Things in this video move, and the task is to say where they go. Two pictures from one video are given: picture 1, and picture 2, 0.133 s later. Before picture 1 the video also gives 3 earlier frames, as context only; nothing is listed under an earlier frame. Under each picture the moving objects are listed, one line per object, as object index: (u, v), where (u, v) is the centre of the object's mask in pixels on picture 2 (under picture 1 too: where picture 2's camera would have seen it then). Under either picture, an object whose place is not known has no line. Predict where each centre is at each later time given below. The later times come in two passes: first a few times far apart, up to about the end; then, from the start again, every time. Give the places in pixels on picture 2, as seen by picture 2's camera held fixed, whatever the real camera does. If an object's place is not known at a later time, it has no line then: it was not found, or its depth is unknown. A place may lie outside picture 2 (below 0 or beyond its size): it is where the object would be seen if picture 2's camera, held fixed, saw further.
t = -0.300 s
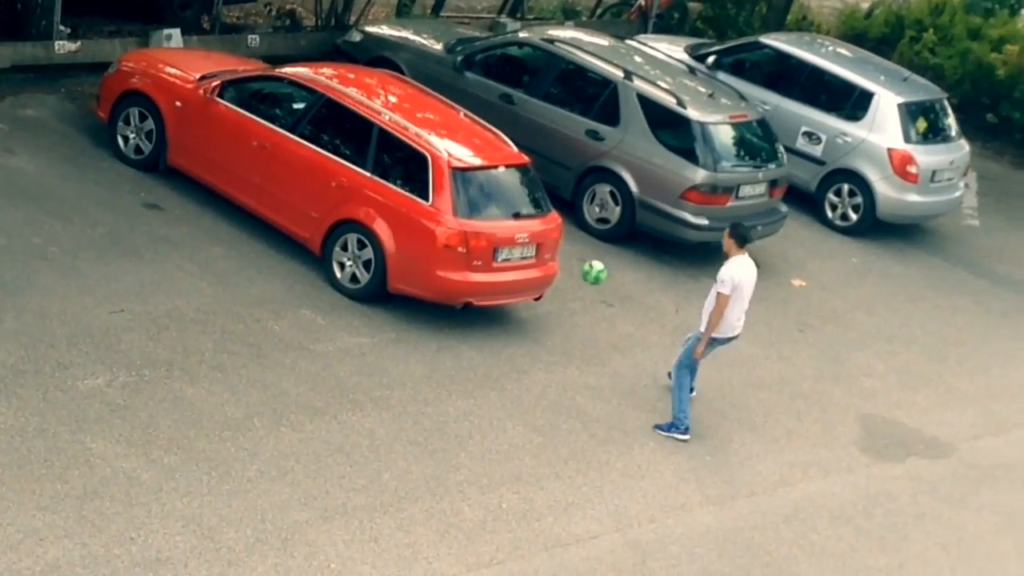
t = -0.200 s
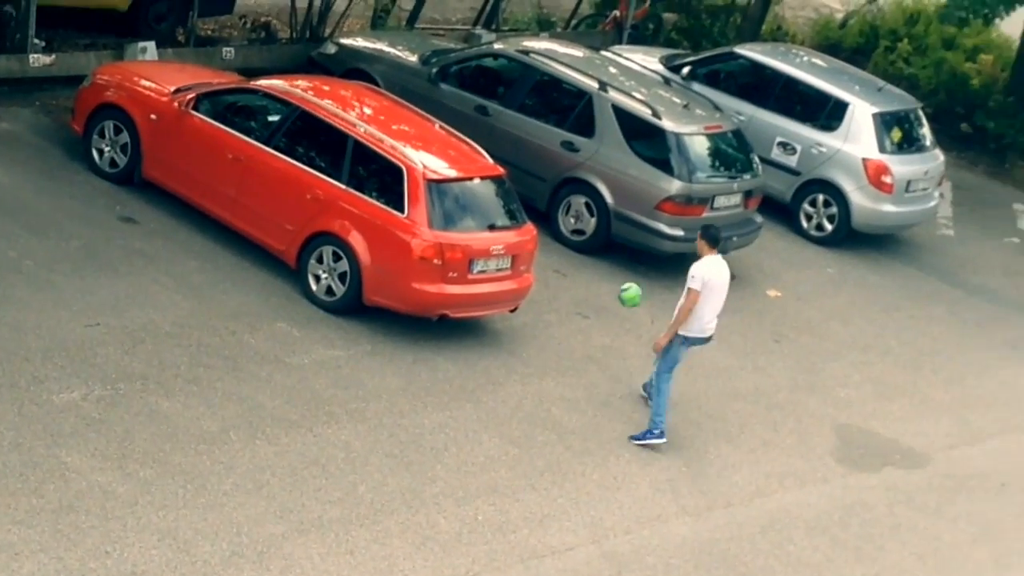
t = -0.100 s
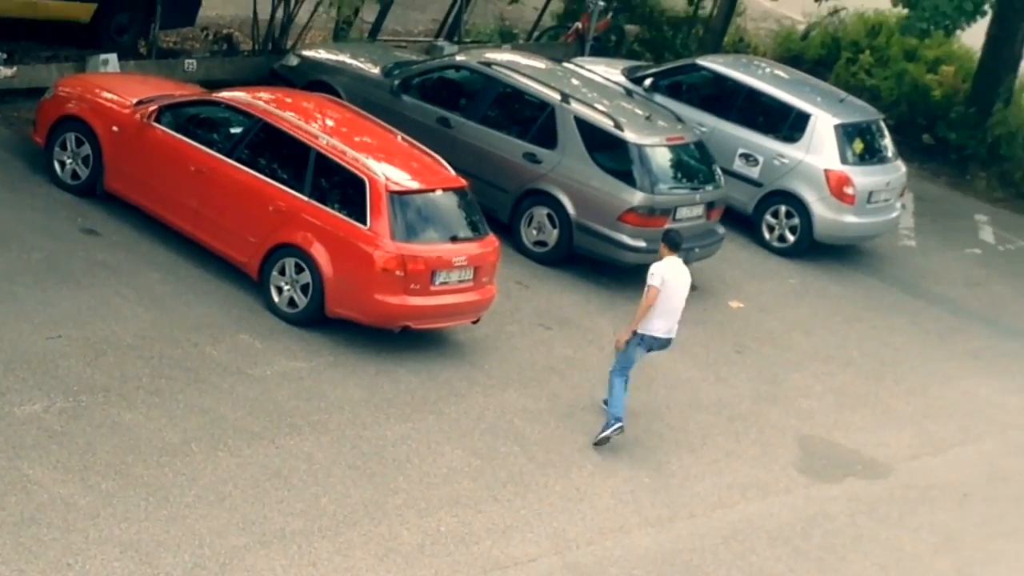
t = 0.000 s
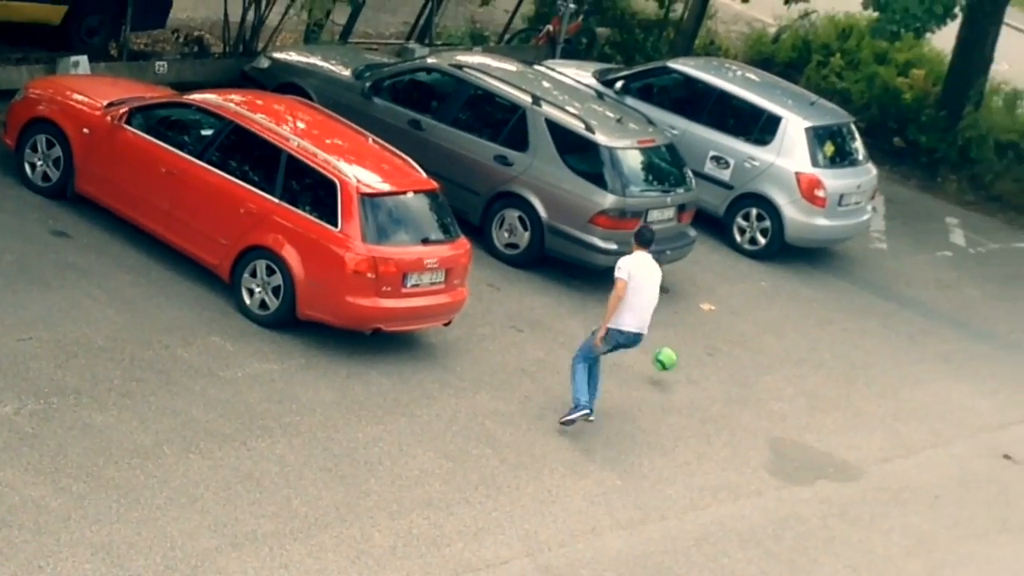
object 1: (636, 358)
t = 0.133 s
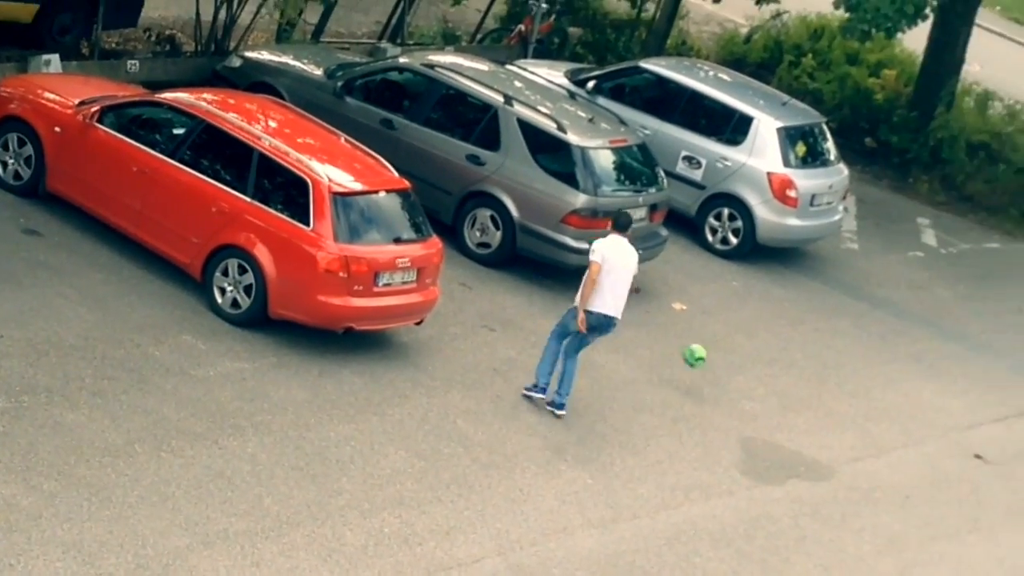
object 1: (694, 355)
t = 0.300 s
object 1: (761, 344)
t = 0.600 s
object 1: (847, 395)
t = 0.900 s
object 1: (953, 385)
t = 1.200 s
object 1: (1048, 405)
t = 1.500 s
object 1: (1141, 422)
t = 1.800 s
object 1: (1228, 437)
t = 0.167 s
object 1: (709, 351)
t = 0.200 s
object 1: (723, 348)
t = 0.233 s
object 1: (736, 345)
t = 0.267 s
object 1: (749, 344)
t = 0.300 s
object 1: (761, 344)
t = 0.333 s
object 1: (773, 344)
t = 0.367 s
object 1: (784, 347)
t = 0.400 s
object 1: (795, 350)
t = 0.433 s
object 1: (805, 354)
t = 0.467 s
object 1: (814, 360)
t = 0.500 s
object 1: (823, 367)
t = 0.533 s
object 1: (831, 375)
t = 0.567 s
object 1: (840, 384)
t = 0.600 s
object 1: (847, 395)
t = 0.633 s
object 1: (859, 396)
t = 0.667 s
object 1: (873, 389)
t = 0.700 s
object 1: (886, 385)
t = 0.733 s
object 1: (898, 382)
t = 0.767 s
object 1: (910, 380)
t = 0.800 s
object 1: (921, 380)
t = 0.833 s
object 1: (932, 380)
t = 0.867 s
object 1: (944, 382)
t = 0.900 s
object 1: (953, 385)
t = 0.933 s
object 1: (964, 388)
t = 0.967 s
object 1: (973, 393)
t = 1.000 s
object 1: (983, 399)
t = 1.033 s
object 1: (991, 409)
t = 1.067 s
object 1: (999, 413)
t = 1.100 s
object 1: (1013, 409)
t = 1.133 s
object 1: (1025, 406)
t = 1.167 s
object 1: (1036, 405)
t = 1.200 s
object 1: (1048, 405)
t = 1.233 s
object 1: (1058, 405)
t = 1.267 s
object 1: (1069, 407)
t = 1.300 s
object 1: (1079, 411)
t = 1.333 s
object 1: (1088, 415)
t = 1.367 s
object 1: (1096, 422)
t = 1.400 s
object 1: (1106, 426)
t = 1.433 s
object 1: (1117, 424)
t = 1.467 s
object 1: (1130, 421)
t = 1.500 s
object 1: (1141, 422)
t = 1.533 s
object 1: (1151, 422)
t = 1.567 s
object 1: (1160, 425)
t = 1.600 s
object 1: (1169, 428)
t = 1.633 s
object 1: (1179, 433)
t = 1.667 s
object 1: (1188, 434)
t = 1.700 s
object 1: (1199, 433)
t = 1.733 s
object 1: (1210, 433)
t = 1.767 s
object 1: (1219, 435)
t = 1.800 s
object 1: (1228, 437)
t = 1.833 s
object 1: (1238, 441)
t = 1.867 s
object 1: (1248, 441)
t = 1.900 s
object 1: (1259, 440)
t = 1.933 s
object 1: (1269, 440)
